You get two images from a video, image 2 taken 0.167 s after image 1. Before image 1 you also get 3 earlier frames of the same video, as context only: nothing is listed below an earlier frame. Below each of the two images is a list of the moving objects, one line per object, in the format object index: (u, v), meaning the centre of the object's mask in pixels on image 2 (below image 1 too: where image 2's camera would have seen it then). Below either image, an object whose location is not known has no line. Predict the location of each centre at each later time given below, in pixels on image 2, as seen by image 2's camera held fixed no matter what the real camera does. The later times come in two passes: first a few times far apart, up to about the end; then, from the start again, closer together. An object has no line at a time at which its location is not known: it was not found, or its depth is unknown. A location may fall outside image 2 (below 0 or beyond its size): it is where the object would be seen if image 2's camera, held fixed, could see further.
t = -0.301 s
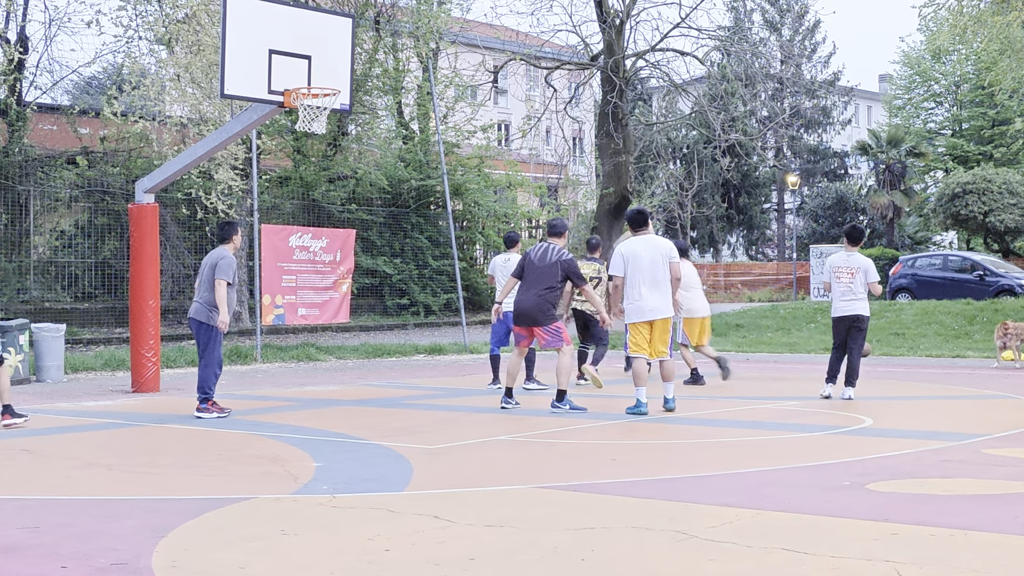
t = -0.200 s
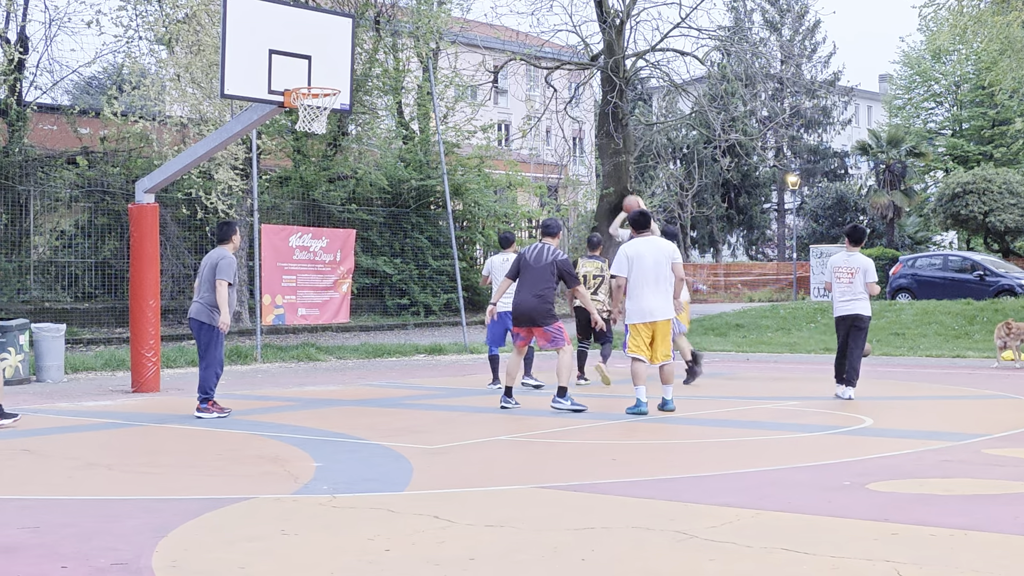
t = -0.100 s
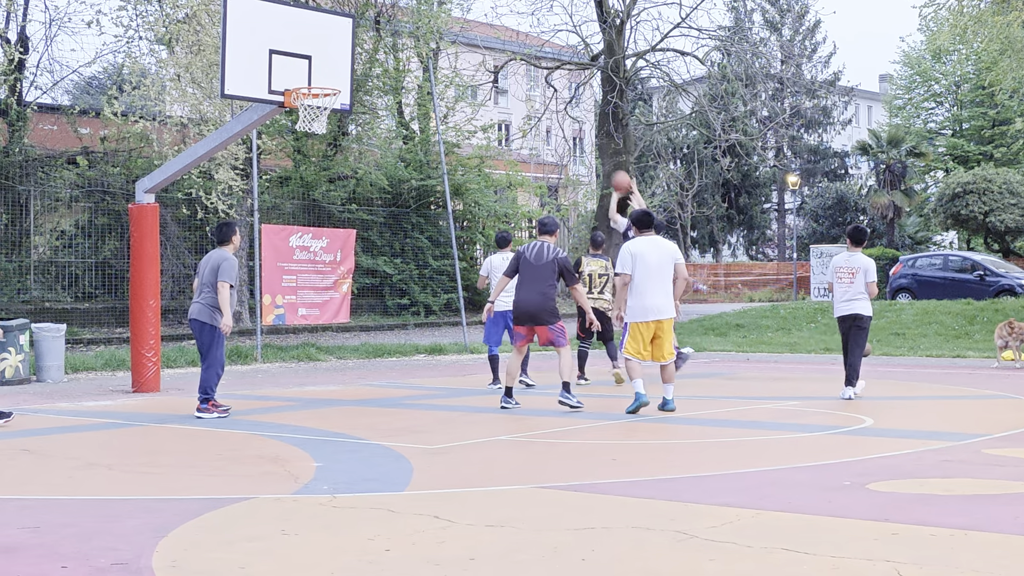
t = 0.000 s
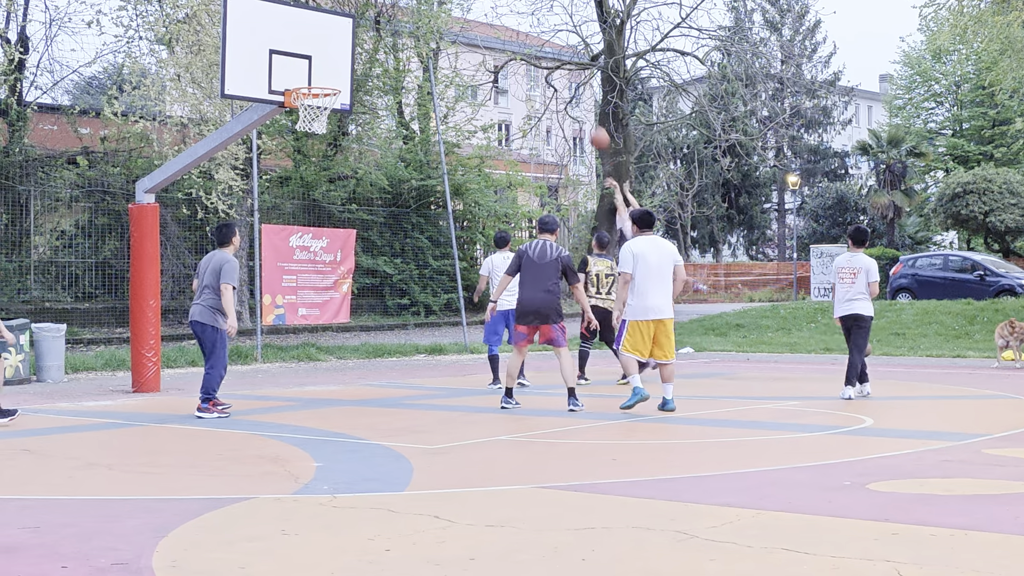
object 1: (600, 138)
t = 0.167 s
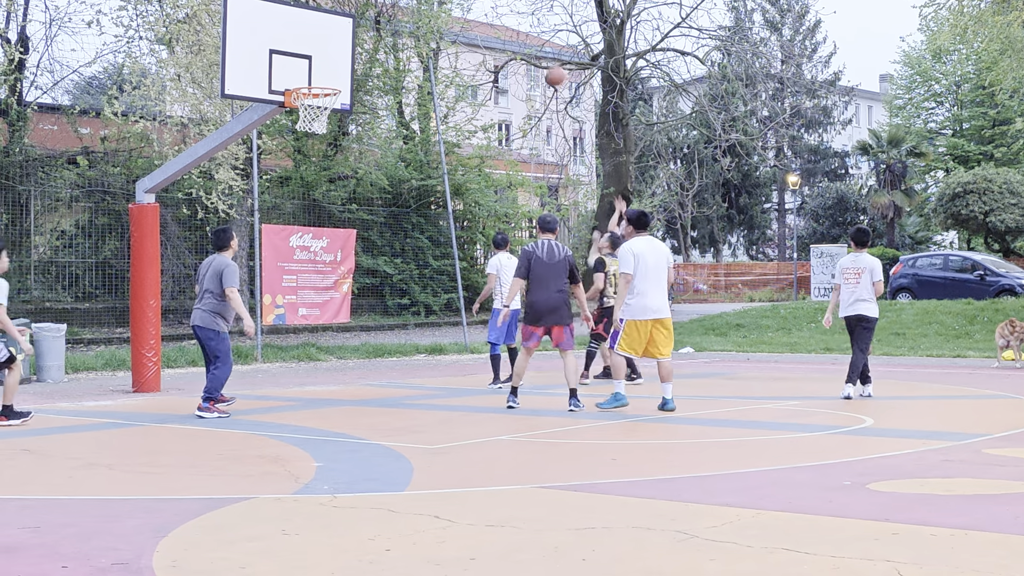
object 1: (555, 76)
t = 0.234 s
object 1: (539, 58)
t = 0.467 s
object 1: (476, 20)
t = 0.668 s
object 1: (418, 24)
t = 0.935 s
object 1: (340, 81)
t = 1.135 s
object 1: (366, 22)
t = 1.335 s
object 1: (391, 6)
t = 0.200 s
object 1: (548, 67)
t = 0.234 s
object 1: (539, 58)
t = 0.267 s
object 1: (531, 52)
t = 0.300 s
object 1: (521, 44)
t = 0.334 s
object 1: (513, 37)
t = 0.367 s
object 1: (504, 32)
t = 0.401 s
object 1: (495, 27)
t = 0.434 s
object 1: (485, 23)
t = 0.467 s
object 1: (476, 20)
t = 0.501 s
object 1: (467, 19)
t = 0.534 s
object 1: (456, 18)
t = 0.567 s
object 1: (446, 18)
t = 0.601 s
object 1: (437, 18)
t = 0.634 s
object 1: (428, 21)
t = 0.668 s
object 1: (418, 24)
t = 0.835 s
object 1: (367, 56)
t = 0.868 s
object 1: (358, 65)
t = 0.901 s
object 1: (347, 77)
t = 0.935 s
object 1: (340, 81)
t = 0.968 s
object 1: (345, 69)
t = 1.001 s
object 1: (349, 57)
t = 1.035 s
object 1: (354, 46)
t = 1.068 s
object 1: (358, 37)
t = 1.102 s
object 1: (363, 29)
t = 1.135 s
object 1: (366, 22)
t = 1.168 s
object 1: (371, 16)
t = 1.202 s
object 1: (375, 11)
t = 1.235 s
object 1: (380, 9)
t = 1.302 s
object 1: (387, 6)
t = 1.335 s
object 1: (391, 6)
